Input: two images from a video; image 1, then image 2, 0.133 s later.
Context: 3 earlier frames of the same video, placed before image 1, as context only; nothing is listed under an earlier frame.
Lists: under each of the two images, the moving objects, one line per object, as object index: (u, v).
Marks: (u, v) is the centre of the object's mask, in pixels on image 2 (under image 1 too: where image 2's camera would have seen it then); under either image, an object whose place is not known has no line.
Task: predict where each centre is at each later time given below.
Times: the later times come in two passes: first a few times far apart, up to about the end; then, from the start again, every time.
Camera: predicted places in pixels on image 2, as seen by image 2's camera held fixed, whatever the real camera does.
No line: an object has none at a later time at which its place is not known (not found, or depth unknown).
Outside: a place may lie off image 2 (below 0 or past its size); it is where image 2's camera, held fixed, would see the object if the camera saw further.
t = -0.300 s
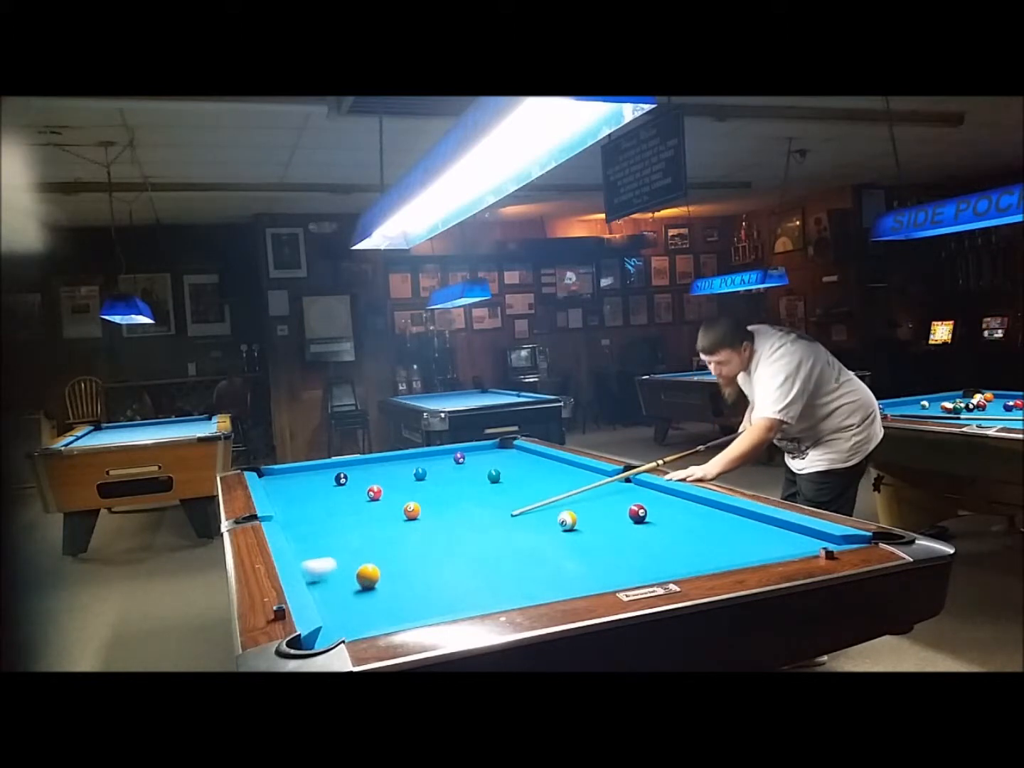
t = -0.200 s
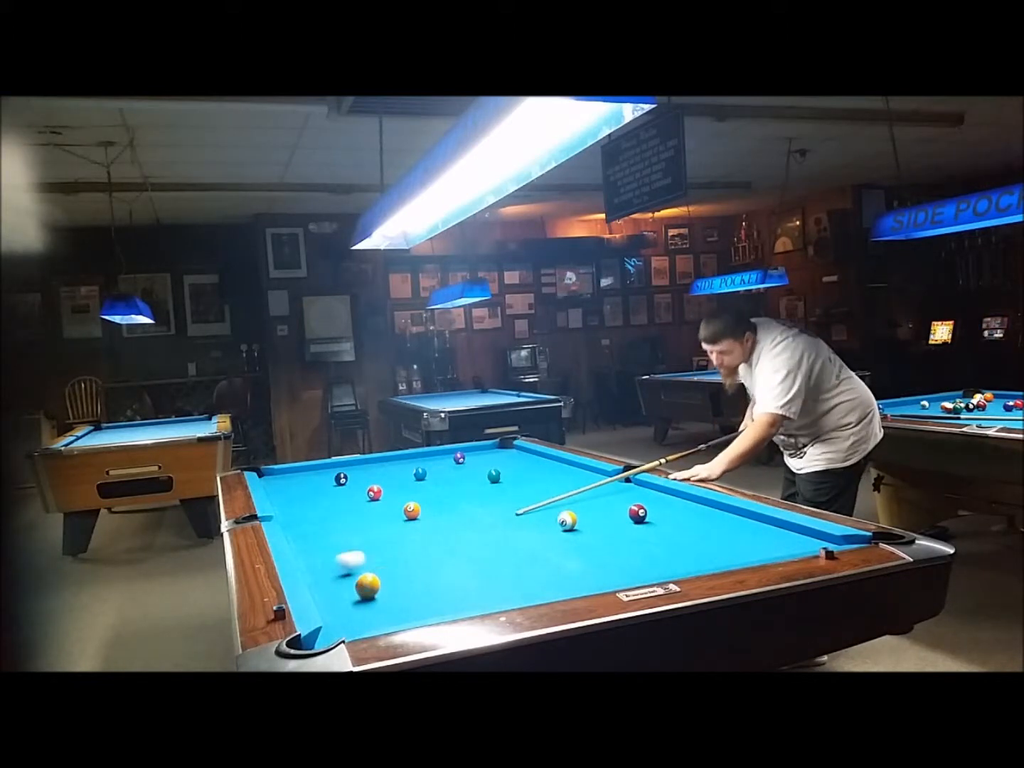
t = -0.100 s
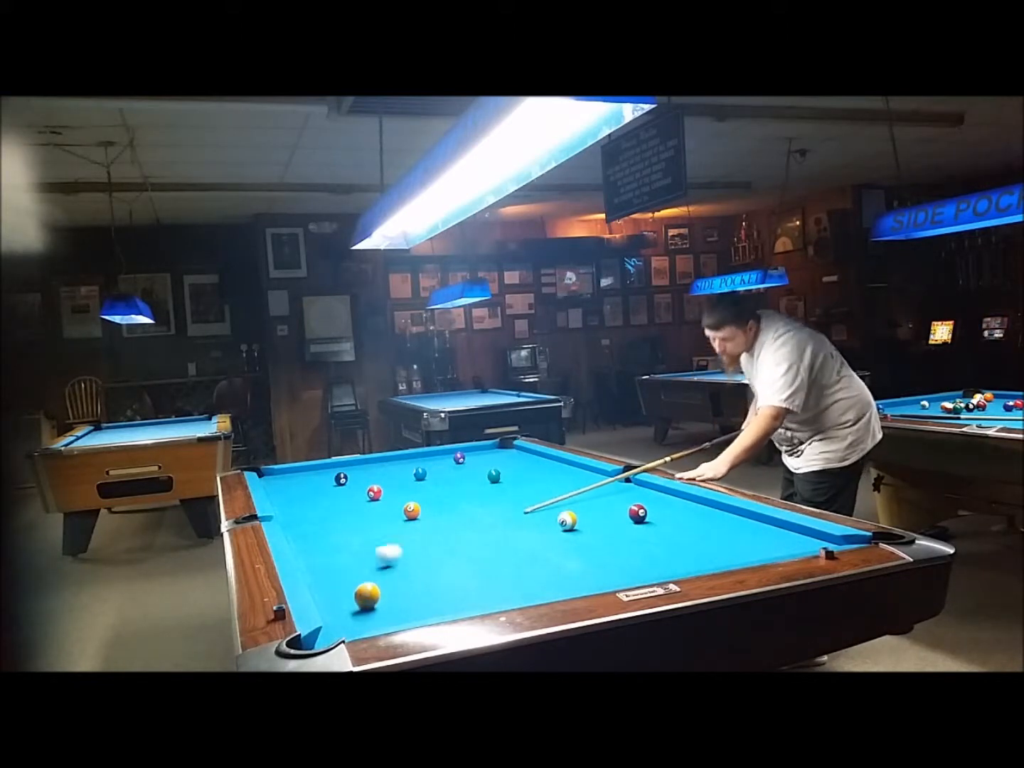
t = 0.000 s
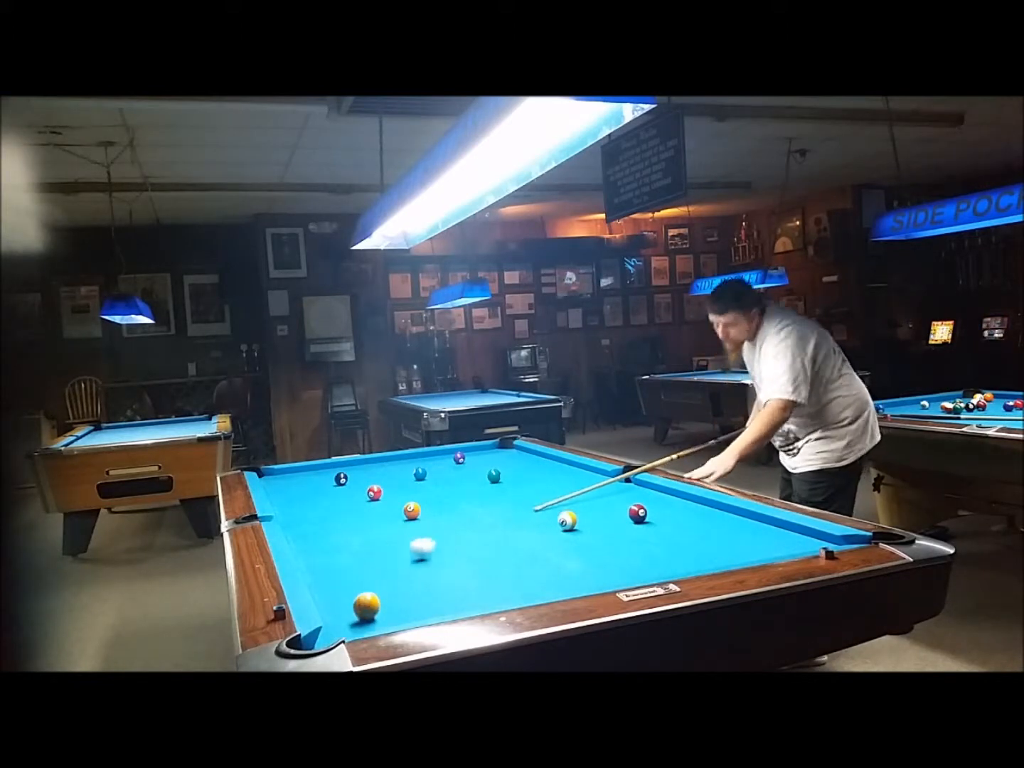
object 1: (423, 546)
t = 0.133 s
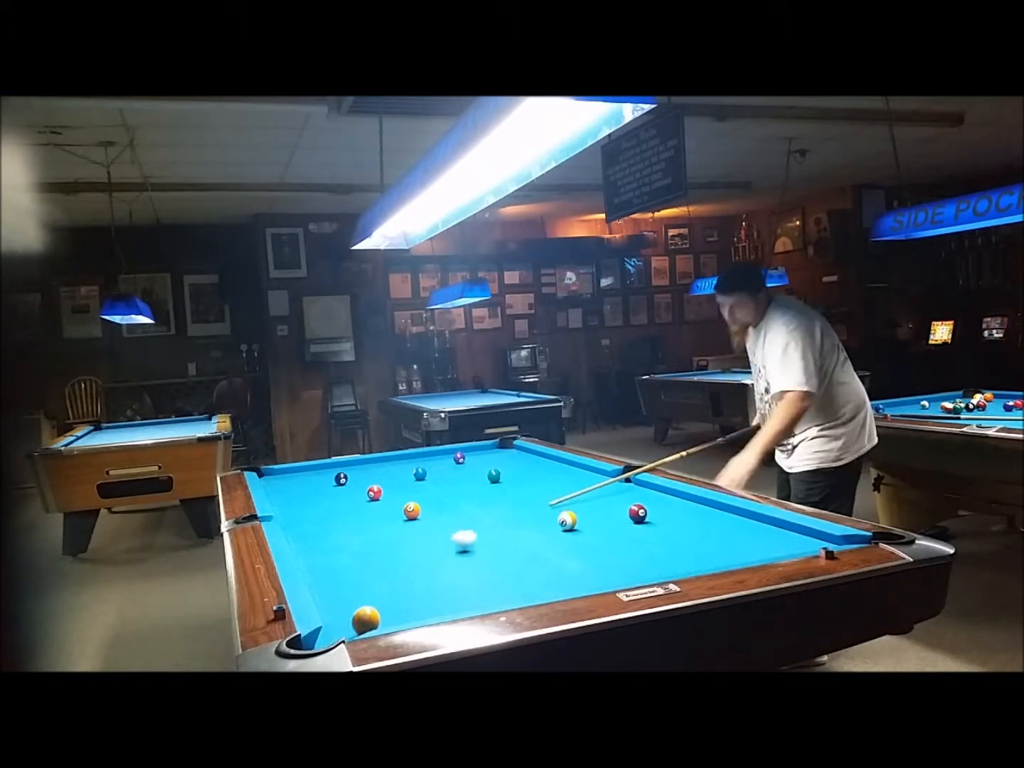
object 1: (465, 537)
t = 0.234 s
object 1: (495, 532)
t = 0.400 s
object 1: (541, 524)
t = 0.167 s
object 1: (475, 536)
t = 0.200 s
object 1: (485, 534)
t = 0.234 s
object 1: (495, 532)
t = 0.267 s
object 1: (504, 531)
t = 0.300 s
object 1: (514, 529)
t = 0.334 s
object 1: (523, 527)
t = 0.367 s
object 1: (532, 525)
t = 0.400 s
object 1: (541, 524)
